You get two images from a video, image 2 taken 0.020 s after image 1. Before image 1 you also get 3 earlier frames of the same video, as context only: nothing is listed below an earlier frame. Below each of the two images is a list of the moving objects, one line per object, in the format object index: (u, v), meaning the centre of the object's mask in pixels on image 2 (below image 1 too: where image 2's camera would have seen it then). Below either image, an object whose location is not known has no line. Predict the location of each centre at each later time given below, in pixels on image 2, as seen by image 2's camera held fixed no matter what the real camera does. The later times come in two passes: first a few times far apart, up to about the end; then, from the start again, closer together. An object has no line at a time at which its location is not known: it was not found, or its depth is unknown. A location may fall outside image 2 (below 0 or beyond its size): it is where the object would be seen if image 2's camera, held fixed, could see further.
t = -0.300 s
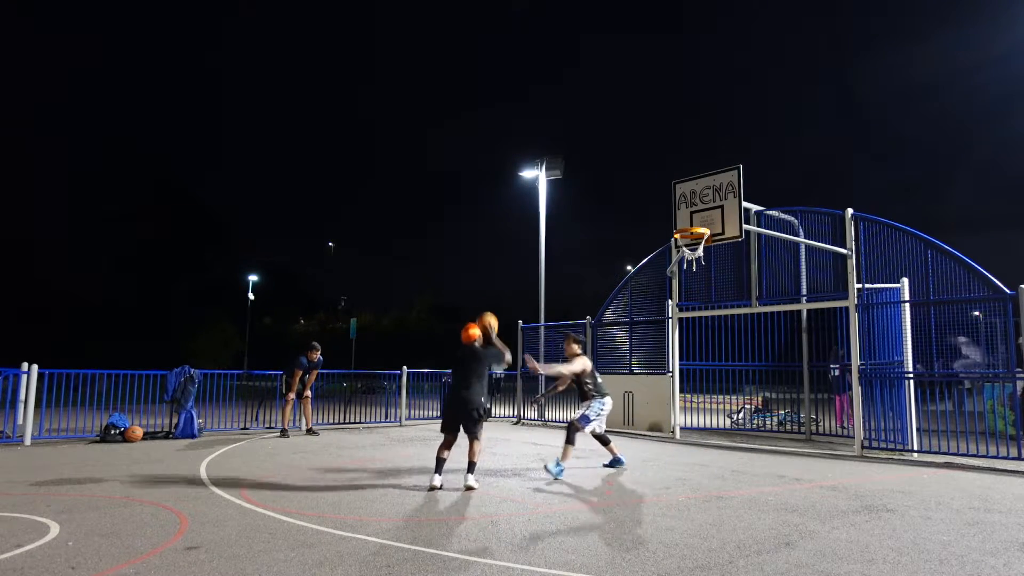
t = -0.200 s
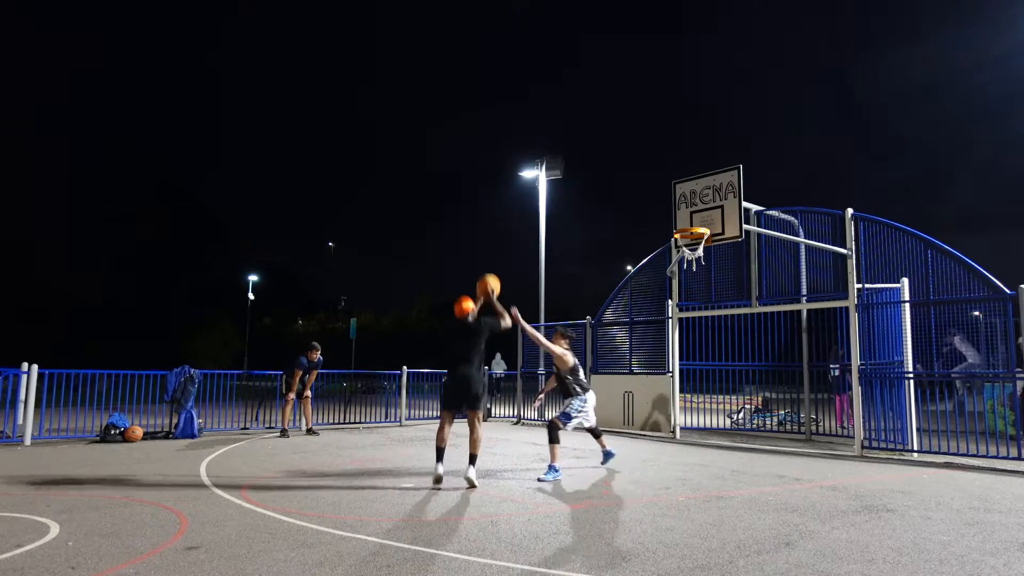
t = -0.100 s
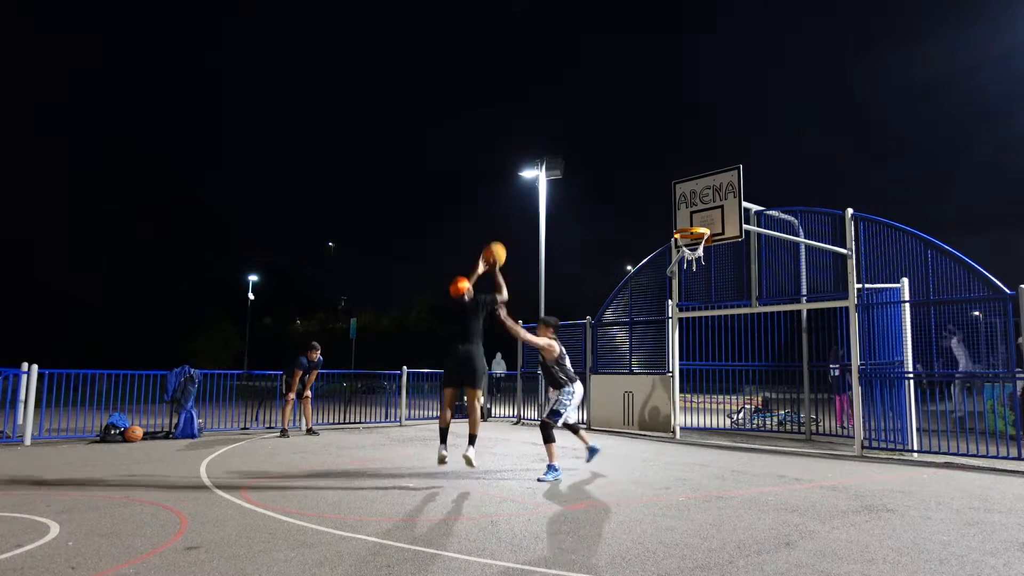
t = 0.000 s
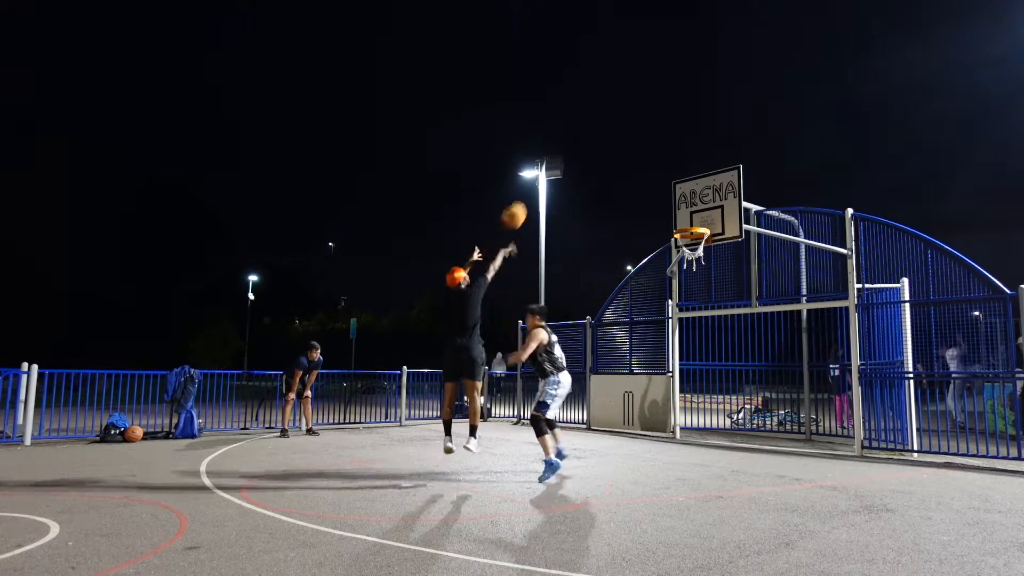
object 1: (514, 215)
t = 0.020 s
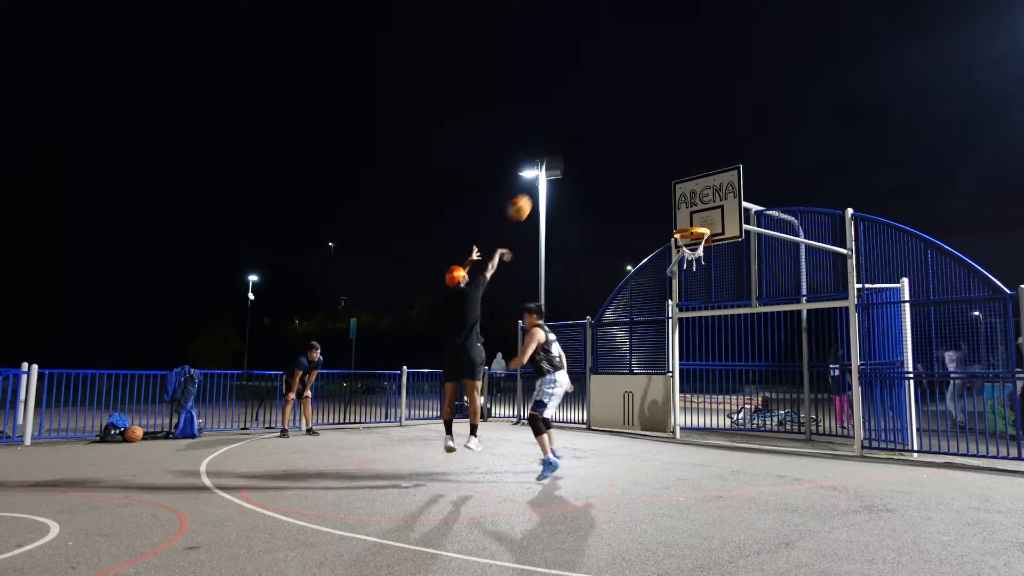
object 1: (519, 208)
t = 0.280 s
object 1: (579, 146)
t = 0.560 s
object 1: (631, 145)
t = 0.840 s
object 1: (675, 196)
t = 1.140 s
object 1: (699, 206)
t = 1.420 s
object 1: (693, 211)
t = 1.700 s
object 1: (695, 225)
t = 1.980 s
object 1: (692, 225)
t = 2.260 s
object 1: (690, 245)
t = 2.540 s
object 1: (682, 264)
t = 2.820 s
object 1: (676, 341)
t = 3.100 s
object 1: (668, 429)
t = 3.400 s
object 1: (658, 348)
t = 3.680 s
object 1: (650, 331)
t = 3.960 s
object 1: (642, 373)
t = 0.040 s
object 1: (524, 200)
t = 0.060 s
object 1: (528, 194)
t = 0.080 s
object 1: (532, 188)
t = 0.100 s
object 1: (539, 181)
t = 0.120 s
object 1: (547, 173)
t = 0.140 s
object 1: (549, 168)
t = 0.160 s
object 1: (555, 164)
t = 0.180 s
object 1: (559, 160)
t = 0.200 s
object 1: (563, 156)
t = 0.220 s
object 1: (566, 154)
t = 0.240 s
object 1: (570, 151)
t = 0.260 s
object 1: (574, 148)
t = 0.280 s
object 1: (579, 146)
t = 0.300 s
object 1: (582, 143)
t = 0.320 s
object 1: (587, 142)
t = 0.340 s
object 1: (591, 141)
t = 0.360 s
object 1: (594, 140)
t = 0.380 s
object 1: (598, 139)
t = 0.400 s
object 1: (602, 138)
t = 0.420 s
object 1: (605, 138)
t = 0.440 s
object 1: (609, 138)
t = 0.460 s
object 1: (613, 139)
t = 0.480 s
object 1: (617, 139)
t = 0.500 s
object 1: (620, 141)
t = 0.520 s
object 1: (624, 142)
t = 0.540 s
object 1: (627, 143)
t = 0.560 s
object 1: (631, 145)
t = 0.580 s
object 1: (634, 147)
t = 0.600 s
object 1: (637, 149)
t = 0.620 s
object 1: (641, 152)
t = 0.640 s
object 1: (644, 155)
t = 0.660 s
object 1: (647, 158)
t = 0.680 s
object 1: (650, 161)
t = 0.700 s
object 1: (654, 165)
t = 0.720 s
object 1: (656, 168)
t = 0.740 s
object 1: (659, 173)
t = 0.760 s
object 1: (663, 177)
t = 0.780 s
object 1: (666, 181)
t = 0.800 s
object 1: (669, 186)
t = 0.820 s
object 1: (672, 191)
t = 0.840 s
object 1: (675, 196)
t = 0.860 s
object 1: (678, 201)
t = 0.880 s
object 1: (681, 207)
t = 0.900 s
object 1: (684, 213)
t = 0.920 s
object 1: (688, 219)
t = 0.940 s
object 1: (688, 220)
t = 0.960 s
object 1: (690, 218)
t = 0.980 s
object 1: (691, 216)
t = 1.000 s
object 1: (692, 213)
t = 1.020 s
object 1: (693, 212)
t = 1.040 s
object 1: (694, 210)
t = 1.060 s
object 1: (695, 209)
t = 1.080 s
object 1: (696, 208)
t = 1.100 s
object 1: (697, 207)
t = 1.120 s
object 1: (699, 207)
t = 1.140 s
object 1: (699, 206)
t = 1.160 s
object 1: (700, 206)
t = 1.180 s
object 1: (701, 206)
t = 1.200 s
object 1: (702, 207)
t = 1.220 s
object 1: (703, 208)
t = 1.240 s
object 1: (703, 208)
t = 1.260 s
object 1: (702, 207)
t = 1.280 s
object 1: (700, 207)
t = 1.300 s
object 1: (700, 207)
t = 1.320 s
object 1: (699, 207)
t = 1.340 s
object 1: (698, 207)
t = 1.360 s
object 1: (697, 207)
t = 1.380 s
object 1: (696, 208)
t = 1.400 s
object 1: (695, 209)
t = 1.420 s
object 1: (693, 211)
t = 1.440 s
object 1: (692, 212)
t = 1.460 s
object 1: (691, 214)
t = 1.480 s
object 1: (689, 217)
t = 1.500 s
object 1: (688, 219)
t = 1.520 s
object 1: (687, 221)
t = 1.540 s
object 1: (685, 223)
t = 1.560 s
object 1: (686, 224)
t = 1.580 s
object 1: (688, 223)
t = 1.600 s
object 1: (689, 223)
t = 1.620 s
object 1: (691, 223)
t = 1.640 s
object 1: (693, 224)
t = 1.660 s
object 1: (695, 224)
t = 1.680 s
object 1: (695, 225)
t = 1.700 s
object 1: (695, 225)
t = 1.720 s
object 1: (695, 224)
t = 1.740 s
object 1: (694, 224)
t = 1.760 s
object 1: (692, 224)
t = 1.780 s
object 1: (691, 223)
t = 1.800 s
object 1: (690, 223)
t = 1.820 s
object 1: (689, 223)
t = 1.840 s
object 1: (687, 224)
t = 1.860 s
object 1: (686, 224)
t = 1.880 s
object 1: (686, 224)
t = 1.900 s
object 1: (687, 224)
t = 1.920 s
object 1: (688, 224)
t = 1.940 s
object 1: (690, 224)
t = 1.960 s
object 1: (691, 225)
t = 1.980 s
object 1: (692, 225)
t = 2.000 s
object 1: (693, 225)
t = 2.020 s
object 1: (694, 226)
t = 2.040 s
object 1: (695, 227)
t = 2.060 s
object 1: (695, 228)
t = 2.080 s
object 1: (696, 229)
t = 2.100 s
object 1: (697, 239)
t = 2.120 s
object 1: (694, 240)
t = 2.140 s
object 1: (693, 244)
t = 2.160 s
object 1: (693, 246)
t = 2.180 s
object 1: (692, 247)
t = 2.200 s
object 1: (691, 247)
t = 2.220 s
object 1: (691, 246)
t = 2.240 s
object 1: (691, 246)
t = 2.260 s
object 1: (690, 245)
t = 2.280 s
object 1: (690, 245)
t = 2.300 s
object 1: (689, 245)
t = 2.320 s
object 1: (689, 245)
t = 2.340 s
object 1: (688, 245)
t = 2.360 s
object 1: (688, 245)
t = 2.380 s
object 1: (688, 246)
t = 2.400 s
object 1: (687, 247)
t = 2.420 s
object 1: (687, 249)
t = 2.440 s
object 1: (686, 251)
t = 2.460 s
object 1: (686, 253)
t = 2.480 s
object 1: (684, 255)
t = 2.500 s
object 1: (683, 257)
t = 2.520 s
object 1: (683, 261)
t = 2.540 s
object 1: (682, 264)
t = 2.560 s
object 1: (682, 268)
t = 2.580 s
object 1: (681, 272)
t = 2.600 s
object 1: (681, 276)
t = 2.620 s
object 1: (680, 281)
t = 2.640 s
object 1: (679, 285)
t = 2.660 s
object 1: (679, 291)
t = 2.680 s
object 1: (679, 296)
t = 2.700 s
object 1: (678, 302)
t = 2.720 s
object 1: (678, 307)
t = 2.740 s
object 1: (677, 314)
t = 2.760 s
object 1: (677, 320)
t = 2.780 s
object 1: (677, 327)
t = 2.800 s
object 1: (676, 334)
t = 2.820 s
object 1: (676, 341)
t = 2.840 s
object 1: (675, 349)
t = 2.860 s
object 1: (675, 357)
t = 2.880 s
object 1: (674, 366)
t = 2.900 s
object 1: (673, 374)
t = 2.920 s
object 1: (674, 384)
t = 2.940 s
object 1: (673, 393)
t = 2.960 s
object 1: (672, 403)
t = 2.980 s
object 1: (671, 413)
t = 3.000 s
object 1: (671, 425)
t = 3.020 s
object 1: (671, 434)
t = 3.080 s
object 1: (668, 436)
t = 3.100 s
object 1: (668, 429)
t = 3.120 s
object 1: (667, 422)
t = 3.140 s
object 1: (666, 414)
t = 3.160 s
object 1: (666, 407)
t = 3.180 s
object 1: (665, 400)
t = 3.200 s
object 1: (664, 395)
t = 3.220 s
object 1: (664, 387)
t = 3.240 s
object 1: (663, 383)
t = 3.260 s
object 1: (663, 377)
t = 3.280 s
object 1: (662, 372)
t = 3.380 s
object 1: (659, 351)
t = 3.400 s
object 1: (658, 348)
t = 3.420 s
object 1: (658, 345)
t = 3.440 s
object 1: (657, 341)
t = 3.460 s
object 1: (657, 339)
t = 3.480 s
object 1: (656, 337)
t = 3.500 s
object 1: (656, 335)
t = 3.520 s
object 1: (655, 333)
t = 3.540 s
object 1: (654, 332)
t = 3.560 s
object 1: (654, 331)
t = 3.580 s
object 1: (653, 330)
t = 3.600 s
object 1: (652, 330)
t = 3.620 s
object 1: (652, 330)
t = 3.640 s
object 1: (651, 330)
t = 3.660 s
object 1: (650, 330)
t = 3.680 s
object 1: (650, 331)
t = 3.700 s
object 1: (649, 332)
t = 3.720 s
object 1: (649, 333)
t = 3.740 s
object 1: (648, 334)
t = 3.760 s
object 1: (648, 336)
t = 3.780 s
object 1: (647, 339)
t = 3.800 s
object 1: (647, 341)
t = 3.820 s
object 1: (646, 344)
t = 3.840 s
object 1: (646, 347)
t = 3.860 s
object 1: (645, 350)
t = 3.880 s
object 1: (645, 354)
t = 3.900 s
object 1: (644, 358)
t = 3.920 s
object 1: (644, 363)
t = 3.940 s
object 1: (643, 367)
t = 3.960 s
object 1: (642, 373)
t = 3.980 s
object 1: (642, 377)
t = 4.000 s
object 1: (641, 384)
